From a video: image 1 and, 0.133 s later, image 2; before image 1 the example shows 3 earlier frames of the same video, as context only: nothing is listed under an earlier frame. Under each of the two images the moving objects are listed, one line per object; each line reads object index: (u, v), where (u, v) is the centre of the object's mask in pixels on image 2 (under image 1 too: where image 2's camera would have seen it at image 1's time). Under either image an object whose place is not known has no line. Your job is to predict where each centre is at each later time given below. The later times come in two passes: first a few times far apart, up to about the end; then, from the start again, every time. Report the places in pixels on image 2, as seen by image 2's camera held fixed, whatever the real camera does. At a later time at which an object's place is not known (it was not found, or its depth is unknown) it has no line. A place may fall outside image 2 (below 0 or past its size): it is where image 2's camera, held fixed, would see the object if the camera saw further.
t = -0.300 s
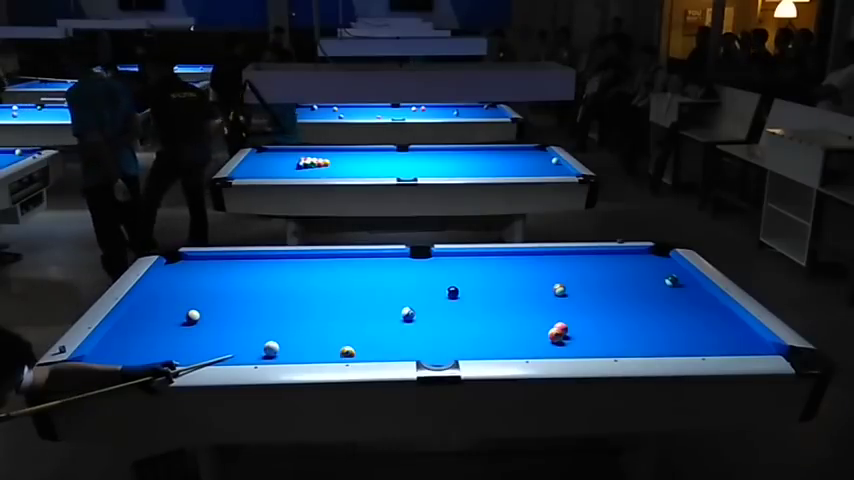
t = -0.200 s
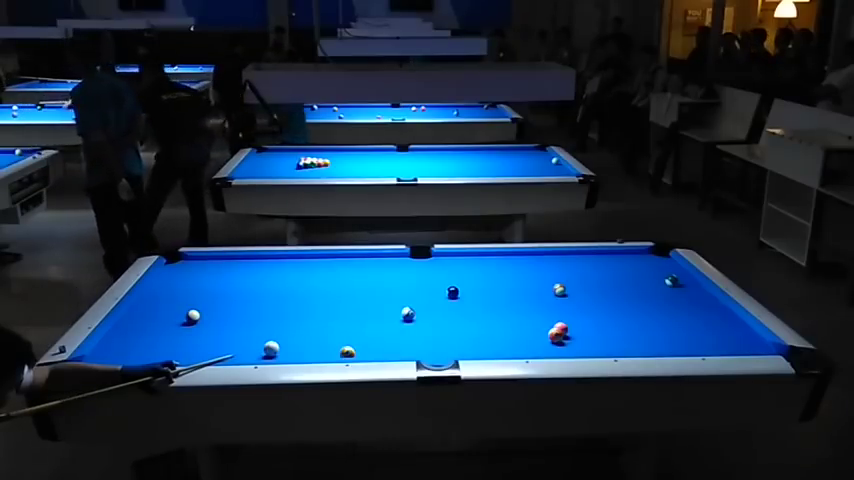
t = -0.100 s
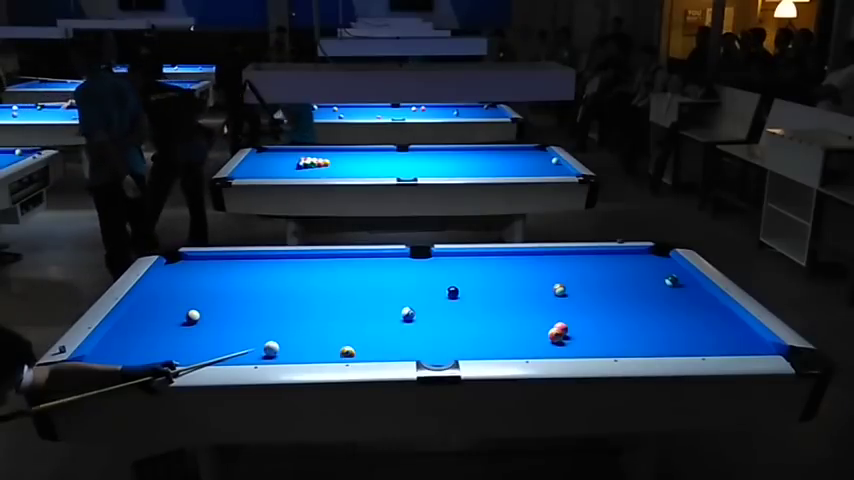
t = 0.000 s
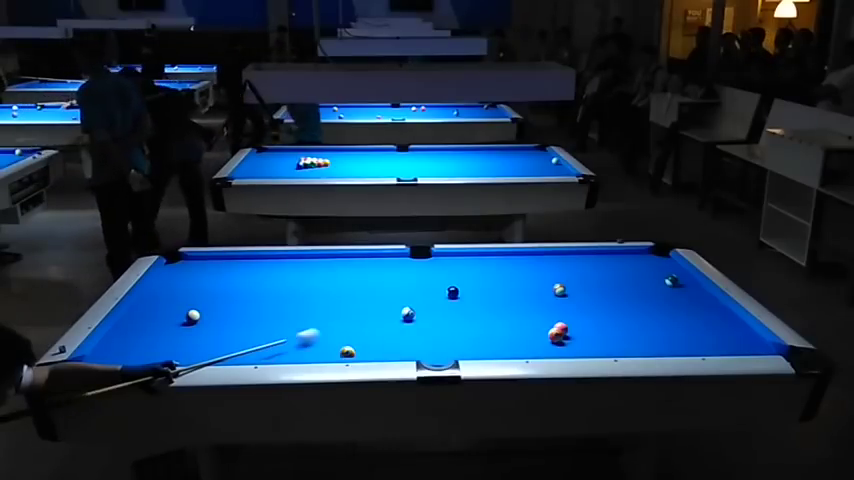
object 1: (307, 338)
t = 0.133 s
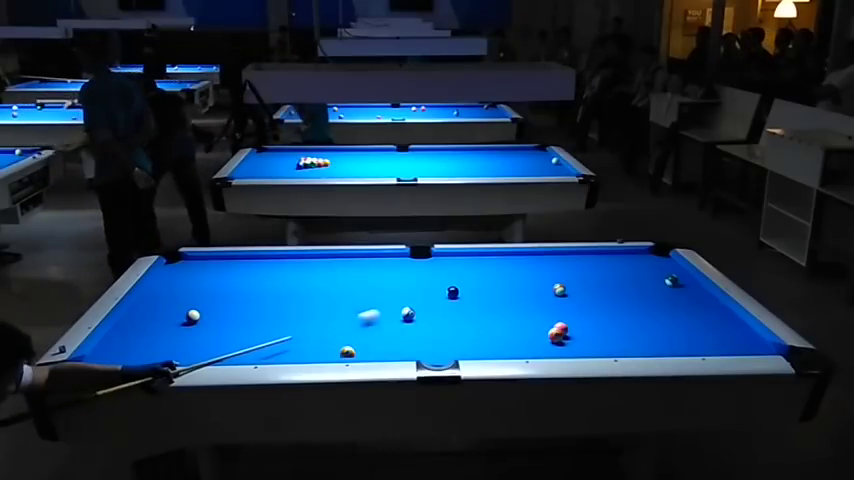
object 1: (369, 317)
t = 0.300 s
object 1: (436, 296)
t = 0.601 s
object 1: (446, 281)
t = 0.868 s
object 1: (459, 269)
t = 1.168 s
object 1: (473, 256)
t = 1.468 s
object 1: (484, 258)
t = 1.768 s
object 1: (494, 265)
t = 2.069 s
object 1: (505, 271)
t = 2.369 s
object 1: (515, 277)
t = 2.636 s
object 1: (525, 282)
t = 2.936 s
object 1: (535, 287)
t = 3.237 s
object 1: (544, 293)
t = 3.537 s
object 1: (552, 298)
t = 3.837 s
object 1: (560, 302)
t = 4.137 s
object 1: (567, 307)
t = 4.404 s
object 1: (572, 310)
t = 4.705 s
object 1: (578, 313)
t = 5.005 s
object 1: (582, 316)
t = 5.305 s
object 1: (586, 319)
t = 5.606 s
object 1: (588, 321)
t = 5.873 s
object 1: (590, 322)
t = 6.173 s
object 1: (591, 322)
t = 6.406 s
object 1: (591, 323)
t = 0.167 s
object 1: (383, 313)
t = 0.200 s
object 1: (396, 308)
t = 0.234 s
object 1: (410, 302)
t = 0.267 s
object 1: (423, 300)
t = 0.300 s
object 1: (436, 296)
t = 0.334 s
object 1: (441, 294)
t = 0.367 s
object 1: (440, 292)
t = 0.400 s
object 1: (439, 291)
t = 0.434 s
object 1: (439, 290)
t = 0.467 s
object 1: (440, 288)
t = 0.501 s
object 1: (441, 286)
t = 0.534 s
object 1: (442, 285)
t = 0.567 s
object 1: (444, 283)
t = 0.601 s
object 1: (446, 281)
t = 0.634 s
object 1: (448, 280)
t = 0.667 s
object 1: (449, 278)
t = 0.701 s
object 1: (451, 277)
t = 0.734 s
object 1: (453, 275)
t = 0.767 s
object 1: (455, 273)
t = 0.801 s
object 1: (456, 272)
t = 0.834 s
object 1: (458, 270)
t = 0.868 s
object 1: (459, 269)
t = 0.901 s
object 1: (461, 267)
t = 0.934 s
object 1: (462, 266)
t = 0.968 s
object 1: (464, 265)
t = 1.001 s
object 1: (466, 263)
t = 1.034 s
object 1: (467, 262)
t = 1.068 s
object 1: (469, 260)
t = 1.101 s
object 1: (470, 259)
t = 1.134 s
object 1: (472, 258)
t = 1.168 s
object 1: (473, 256)
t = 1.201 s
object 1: (474, 255)
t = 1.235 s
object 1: (475, 254)
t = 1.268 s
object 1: (477, 254)
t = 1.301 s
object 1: (478, 255)
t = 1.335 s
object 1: (479, 255)
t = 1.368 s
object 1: (481, 256)
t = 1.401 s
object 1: (482, 257)
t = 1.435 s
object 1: (483, 258)
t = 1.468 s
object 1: (484, 258)
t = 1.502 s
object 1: (485, 259)
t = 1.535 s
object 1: (486, 260)
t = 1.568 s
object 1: (488, 261)
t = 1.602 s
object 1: (489, 261)
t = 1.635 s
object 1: (490, 262)
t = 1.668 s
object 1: (491, 262)
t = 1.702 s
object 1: (492, 263)
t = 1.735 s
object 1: (493, 264)
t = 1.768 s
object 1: (494, 265)
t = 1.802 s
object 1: (496, 265)
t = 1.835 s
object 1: (497, 266)
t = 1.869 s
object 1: (498, 267)
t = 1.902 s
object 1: (499, 267)
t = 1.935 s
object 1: (500, 268)
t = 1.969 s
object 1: (502, 269)
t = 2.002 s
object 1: (503, 269)
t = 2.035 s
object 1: (504, 270)
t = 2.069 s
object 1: (505, 271)
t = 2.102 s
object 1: (506, 272)
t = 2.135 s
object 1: (507, 272)
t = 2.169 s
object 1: (509, 273)
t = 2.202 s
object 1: (510, 273)
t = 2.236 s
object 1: (511, 274)
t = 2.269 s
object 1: (512, 275)
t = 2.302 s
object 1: (513, 275)
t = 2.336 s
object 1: (514, 276)
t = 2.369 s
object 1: (515, 277)
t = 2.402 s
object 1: (517, 277)
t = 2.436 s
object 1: (518, 278)
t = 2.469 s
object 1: (519, 278)
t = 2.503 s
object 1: (520, 279)
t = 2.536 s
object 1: (521, 280)
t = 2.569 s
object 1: (522, 281)
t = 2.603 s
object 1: (524, 281)
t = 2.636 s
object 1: (525, 282)
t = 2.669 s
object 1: (526, 283)
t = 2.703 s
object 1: (527, 283)
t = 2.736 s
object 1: (528, 284)
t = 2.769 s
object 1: (529, 284)
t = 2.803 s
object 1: (530, 285)
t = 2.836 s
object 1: (531, 285)
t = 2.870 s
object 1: (532, 286)
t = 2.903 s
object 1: (534, 287)
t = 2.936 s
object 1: (535, 287)
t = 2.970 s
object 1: (536, 288)
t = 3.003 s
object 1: (536, 288)
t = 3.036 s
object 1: (537, 289)
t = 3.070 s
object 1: (538, 290)
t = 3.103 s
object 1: (540, 290)
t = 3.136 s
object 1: (541, 291)
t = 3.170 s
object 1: (542, 291)
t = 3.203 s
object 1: (543, 292)
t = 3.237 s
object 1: (544, 293)
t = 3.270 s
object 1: (544, 293)
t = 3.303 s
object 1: (545, 294)
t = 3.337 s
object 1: (546, 294)
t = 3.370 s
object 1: (547, 295)
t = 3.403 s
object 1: (548, 295)
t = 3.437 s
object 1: (549, 296)
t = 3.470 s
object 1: (550, 297)
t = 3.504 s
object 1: (551, 297)
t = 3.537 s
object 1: (552, 298)
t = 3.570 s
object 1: (553, 298)
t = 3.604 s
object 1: (554, 299)
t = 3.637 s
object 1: (554, 299)
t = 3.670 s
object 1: (556, 300)
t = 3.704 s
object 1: (556, 300)
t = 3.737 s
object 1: (557, 301)
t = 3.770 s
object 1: (558, 301)
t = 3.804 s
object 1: (559, 302)
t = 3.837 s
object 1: (560, 302)
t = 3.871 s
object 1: (561, 303)
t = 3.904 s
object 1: (561, 303)
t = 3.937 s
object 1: (562, 304)
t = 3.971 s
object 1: (563, 304)
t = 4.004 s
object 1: (564, 304)
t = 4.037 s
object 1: (564, 305)
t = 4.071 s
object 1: (565, 305)
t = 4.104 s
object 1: (566, 306)
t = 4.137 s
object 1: (567, 307)
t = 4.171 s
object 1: (567, 307)
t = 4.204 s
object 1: (568, 307)
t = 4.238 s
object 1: (569, 308)
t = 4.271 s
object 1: (570, 308)
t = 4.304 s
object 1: (570, 309)
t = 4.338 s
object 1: (571, 309)
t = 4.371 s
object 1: (572, 309)
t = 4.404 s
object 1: (572, 310)
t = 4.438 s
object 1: (573, 310)
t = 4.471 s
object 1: (573, 311)
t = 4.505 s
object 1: (574, 311)
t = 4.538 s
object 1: (575, 311)
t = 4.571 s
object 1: (575, 312)
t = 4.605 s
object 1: (576, 312)
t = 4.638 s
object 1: (577, 312)
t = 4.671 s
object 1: (577, 313)
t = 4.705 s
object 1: (578, 313)
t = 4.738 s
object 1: (578, 314)
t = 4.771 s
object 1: (579, 314)
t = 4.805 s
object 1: (579, 314)
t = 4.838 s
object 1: (580, 315)
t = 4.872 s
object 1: (580, 315)
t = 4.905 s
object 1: (581, 315)
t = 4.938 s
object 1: (581, 316)
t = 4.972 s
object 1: (581, 316)
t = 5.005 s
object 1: (582, 316)
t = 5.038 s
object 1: (582, 316)
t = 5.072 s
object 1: (583, 317)
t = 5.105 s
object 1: (583, 317)
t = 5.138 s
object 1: (584, 317)
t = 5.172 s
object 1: (584, 318)
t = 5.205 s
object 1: (584, 318)
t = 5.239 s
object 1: (585, 318)
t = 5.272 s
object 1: (585, 318)
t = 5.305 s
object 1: (586, 319)
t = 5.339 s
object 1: (586, 319)
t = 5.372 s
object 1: (586, 319)
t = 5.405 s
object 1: (586, 319)
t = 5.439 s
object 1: (587, 320)
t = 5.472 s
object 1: (587, 320)
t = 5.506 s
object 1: (588, 320)
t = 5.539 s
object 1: (588, 320)
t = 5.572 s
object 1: (588, 320)
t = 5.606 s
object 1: (588, 321)
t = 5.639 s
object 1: (589, 321)
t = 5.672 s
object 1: (589, 321)
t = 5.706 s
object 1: (589, 321)
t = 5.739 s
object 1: (589, 321)
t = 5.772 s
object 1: (589, 321)
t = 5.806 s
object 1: (590, 322)
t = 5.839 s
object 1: (590, 322)
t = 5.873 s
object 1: (590, 322)
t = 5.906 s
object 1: (590, 322)
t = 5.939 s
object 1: (590, 322)
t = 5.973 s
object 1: (591, 322)
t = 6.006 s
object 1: (591, 322)
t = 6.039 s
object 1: (591, 322)
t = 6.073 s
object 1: (591, 322)
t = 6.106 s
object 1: (591, 322)
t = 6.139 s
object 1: (591, 322)
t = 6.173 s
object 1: (591, 322)
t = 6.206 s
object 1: (591, 322)
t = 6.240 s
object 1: (591, 323)
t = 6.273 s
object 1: (591, 323)
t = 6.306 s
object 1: (591, 323)
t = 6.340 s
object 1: (591, 323)
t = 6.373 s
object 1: (591, 323)
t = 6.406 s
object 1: (591, 323)
